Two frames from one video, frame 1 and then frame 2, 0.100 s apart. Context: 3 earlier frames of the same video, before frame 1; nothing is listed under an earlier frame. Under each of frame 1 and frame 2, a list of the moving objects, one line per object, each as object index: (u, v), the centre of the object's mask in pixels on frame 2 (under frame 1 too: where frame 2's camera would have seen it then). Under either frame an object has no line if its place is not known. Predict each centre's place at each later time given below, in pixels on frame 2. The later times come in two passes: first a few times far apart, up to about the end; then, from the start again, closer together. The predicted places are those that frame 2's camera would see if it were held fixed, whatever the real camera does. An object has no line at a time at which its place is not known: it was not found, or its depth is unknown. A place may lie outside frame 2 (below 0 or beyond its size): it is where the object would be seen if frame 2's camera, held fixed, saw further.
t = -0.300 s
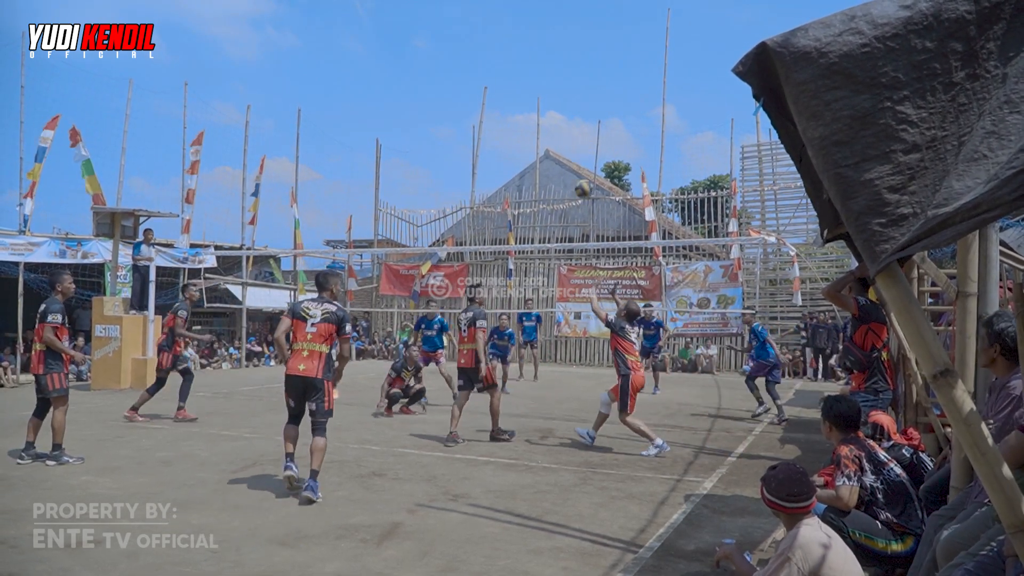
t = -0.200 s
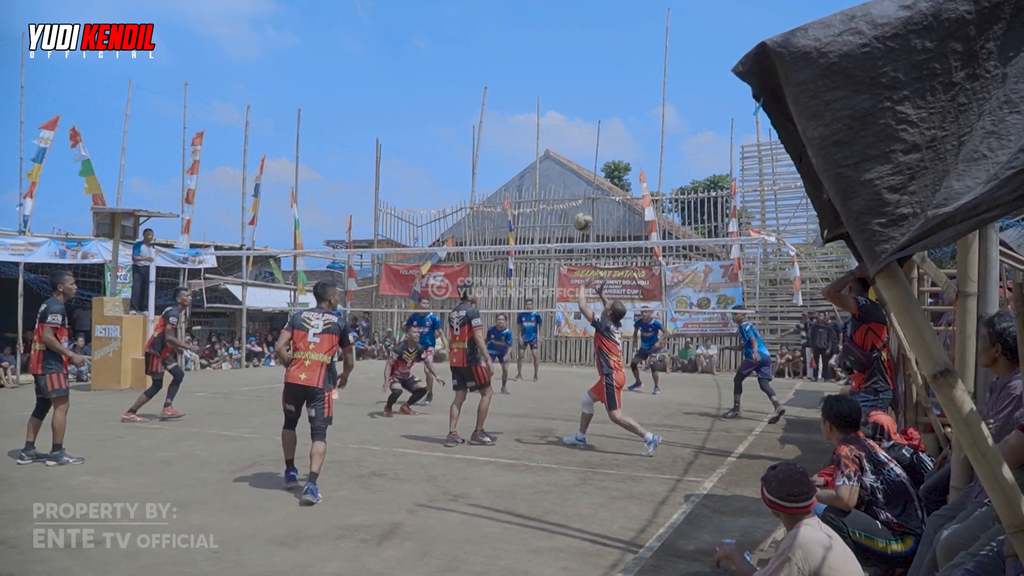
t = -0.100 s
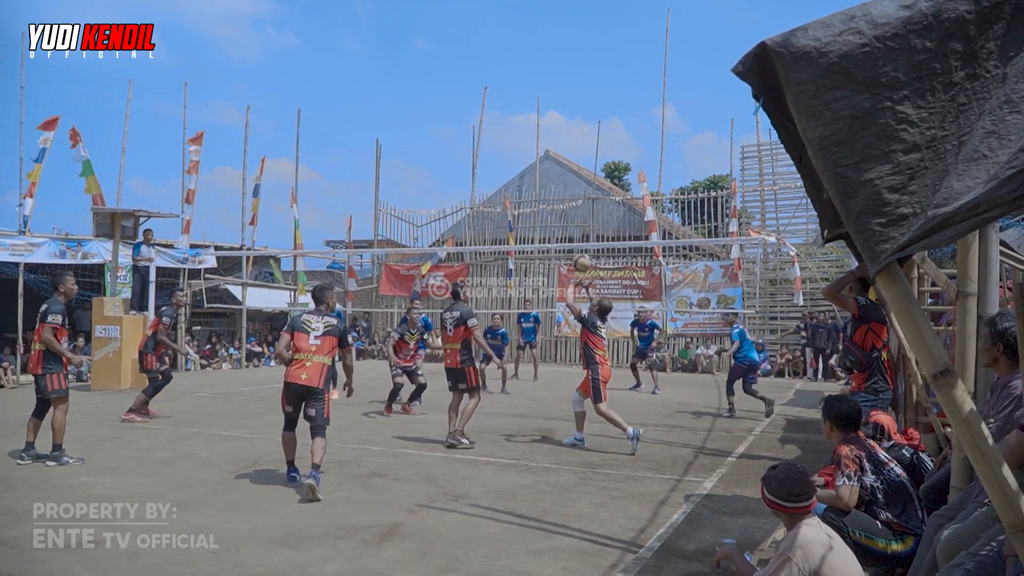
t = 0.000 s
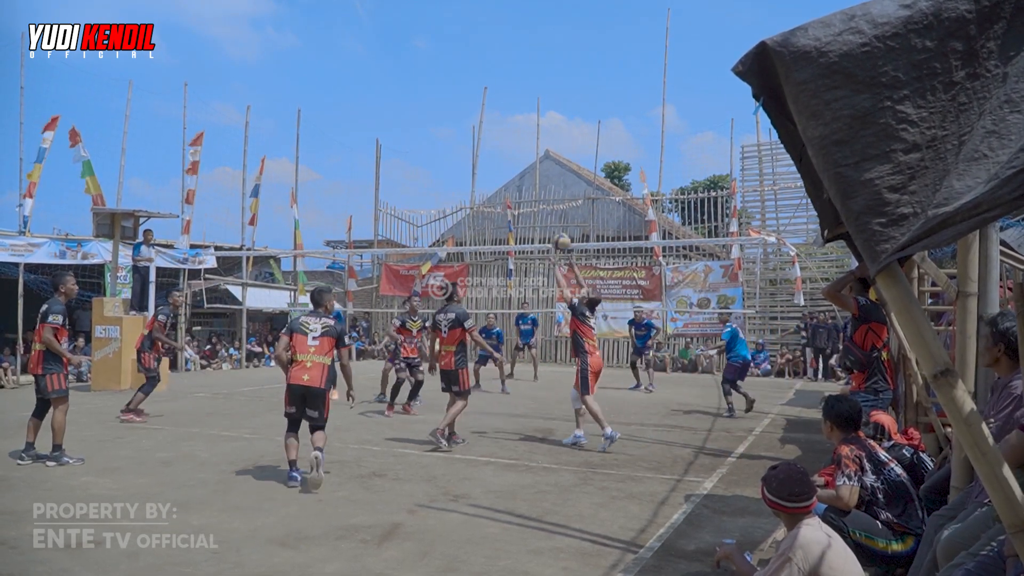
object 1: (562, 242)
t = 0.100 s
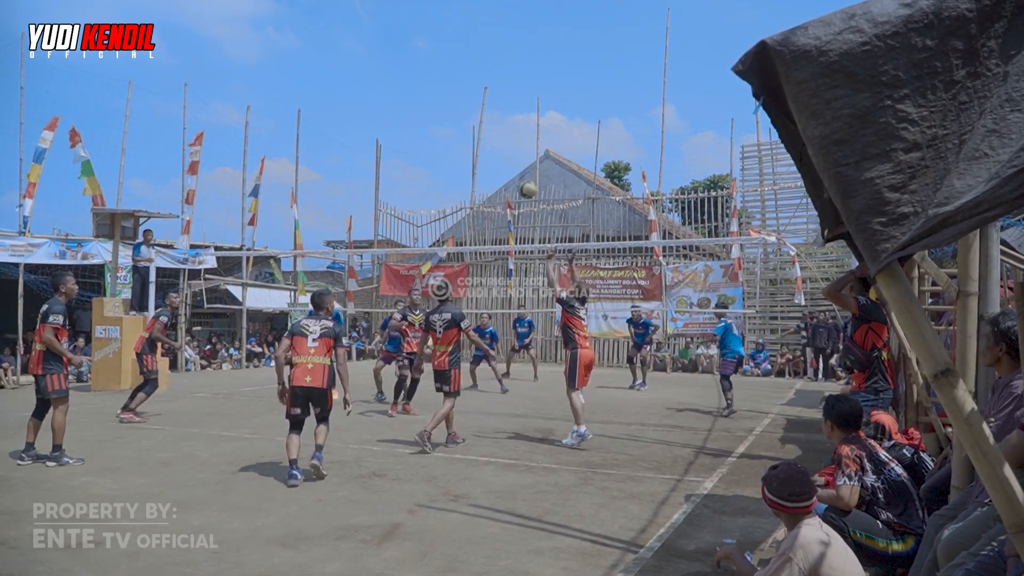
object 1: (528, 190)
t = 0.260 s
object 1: (477, 129)
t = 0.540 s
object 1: (395, 80)
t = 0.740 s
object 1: (342, 83)
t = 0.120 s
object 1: (521, 181)
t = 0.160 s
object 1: (508, 164)
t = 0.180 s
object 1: (502, 156)
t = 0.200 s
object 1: (495, 148)
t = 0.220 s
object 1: (489, 142)
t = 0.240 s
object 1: (483, 135)
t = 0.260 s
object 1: (477, 129)
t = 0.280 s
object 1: (470, 123)
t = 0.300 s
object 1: (465, 118)
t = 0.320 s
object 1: (458, 112)
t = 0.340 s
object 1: (453, 108)
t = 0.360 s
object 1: (447, 103)
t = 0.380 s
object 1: (441, 100)
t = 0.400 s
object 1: (435, 96)
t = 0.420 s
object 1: (429, 93)
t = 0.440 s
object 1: (423, 90)
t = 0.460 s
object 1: (418, 87)
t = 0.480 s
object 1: (412, 85)
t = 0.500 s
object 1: (406, 83)
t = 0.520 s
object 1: (401, 81)
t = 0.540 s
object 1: (395, 80)
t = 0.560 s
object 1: (390, 79)
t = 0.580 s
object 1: (384, 78)
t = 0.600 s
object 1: (379, 78)
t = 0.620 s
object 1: (374, 78)
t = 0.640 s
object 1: (368, 78)
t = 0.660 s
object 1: (363, 78)
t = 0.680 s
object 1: (358, 79)
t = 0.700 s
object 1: (352, 80)
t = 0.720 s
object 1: (347, 82)
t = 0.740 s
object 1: (342, 83)
